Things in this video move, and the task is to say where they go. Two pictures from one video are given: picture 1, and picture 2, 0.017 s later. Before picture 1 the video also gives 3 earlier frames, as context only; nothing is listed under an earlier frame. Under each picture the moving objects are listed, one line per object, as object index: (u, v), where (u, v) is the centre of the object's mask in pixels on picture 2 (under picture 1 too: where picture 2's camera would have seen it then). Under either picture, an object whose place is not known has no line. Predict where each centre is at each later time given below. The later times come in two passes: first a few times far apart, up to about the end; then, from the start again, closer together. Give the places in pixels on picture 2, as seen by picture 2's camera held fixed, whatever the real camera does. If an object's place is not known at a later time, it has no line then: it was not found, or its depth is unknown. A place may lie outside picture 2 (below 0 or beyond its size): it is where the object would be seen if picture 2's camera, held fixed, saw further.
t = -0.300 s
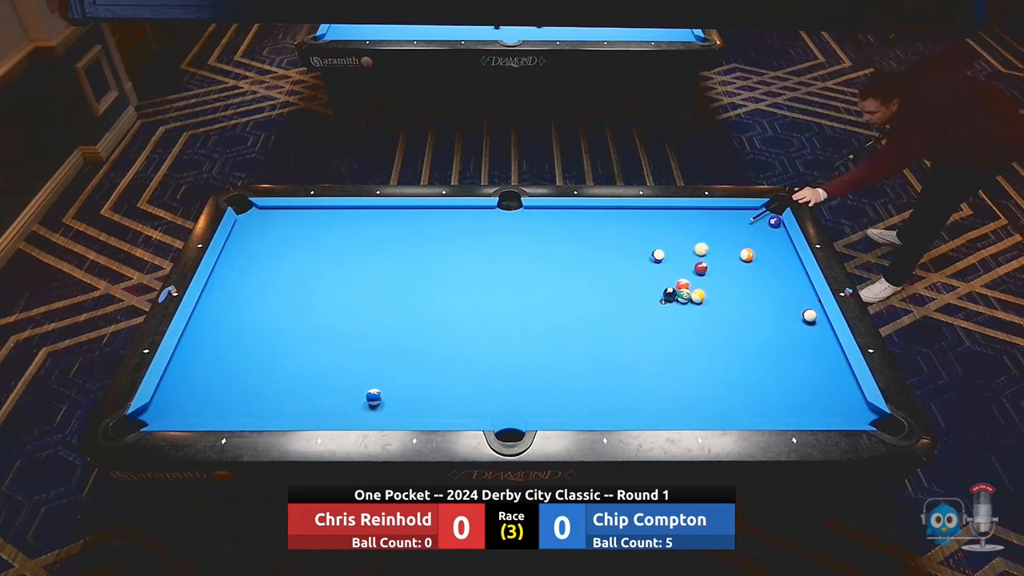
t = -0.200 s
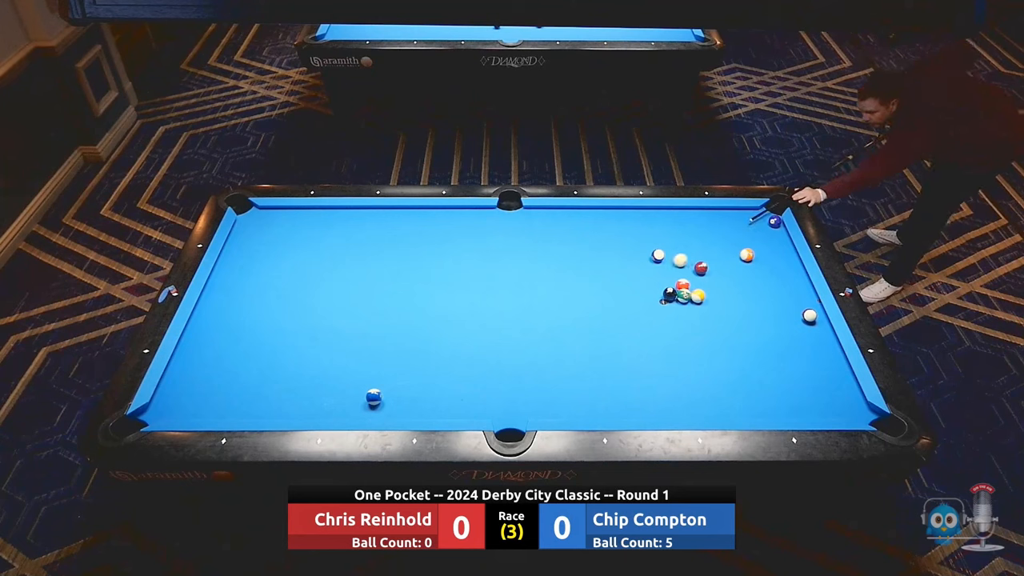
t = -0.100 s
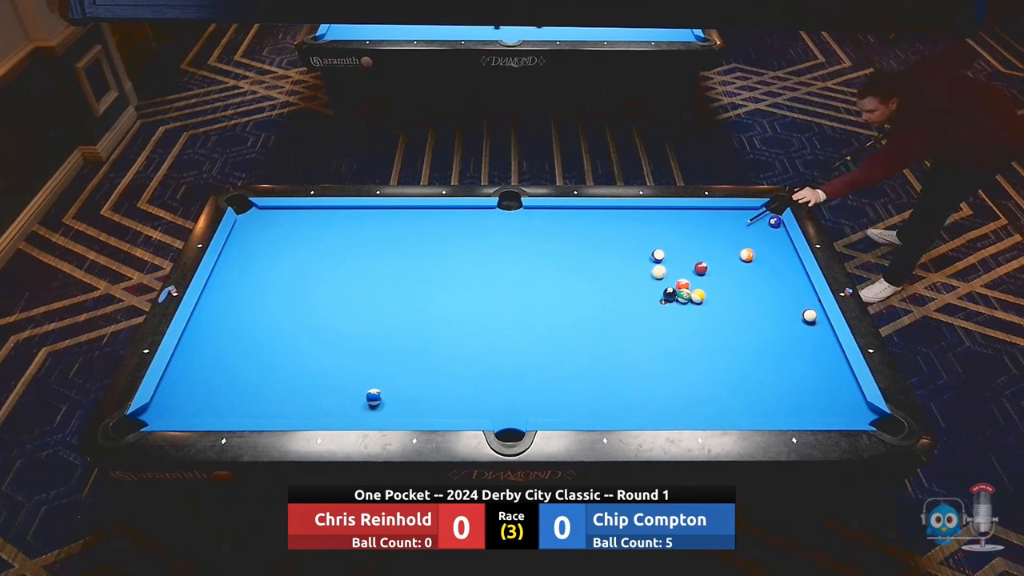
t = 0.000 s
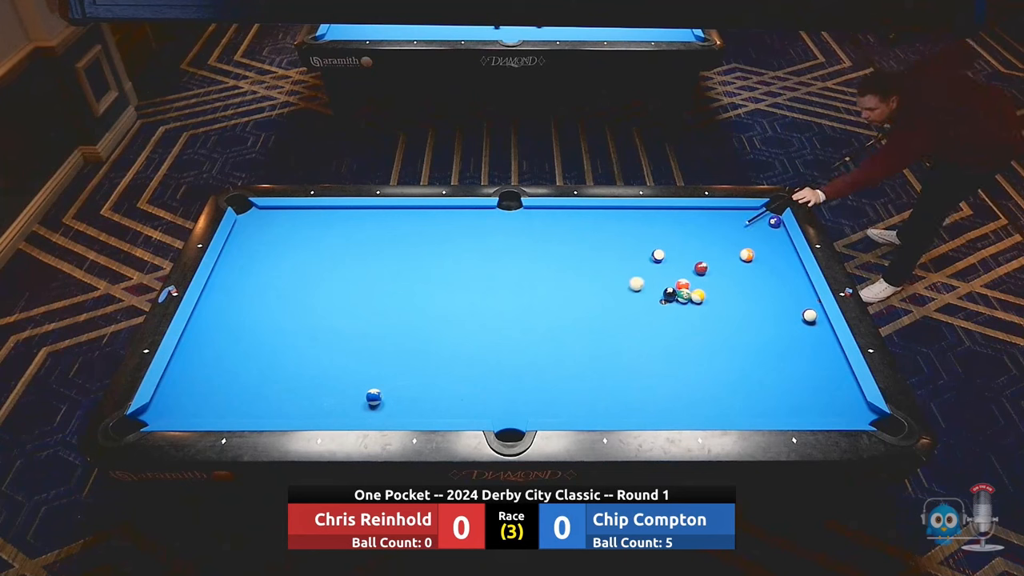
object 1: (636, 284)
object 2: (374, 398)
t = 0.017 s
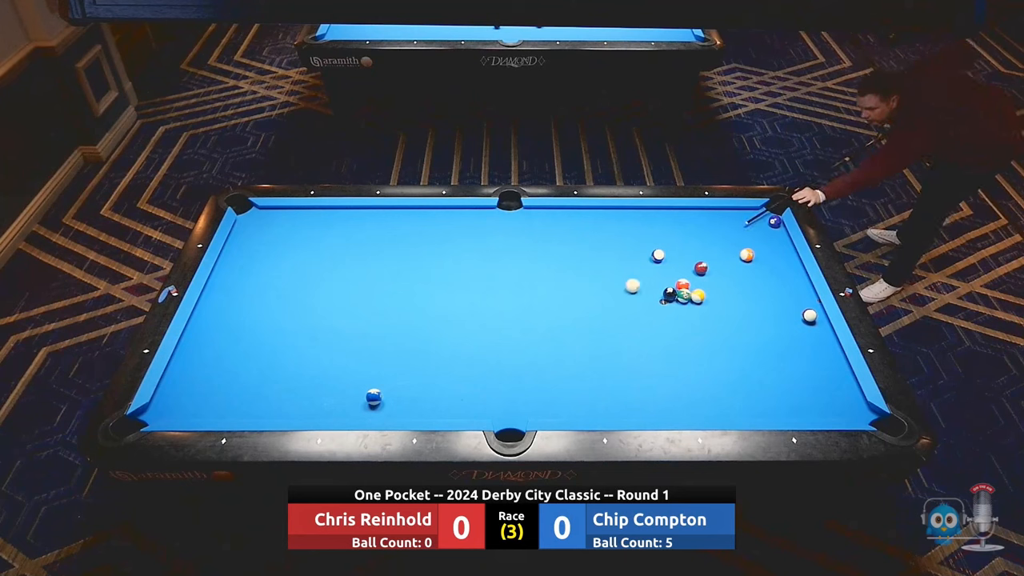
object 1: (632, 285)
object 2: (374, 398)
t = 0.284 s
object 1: (570, 319)
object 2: (374, 398)
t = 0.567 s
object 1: (496, 358)
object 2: (374, 398)
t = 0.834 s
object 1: (421, 399)
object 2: (374, 398)
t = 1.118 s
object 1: (365, 410)
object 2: (364, 385)
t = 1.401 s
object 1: (331, 413)
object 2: (348, 362)
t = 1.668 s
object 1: (301, 411)
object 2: (335, 342)
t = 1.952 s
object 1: (271, 408)
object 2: (321, 324)
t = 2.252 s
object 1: (242, 405)
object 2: (309, 306)
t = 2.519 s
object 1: (218, 403)
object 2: (300, 291)
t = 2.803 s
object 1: (195, 401)
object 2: (291, 278)
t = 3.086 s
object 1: (175, 398)
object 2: (283, 265)
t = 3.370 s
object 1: (161, 395)
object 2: (276, 254)
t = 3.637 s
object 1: (172, 393)
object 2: (271, 245)
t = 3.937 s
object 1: (183, 390)
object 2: (265, 235)
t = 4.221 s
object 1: (190, 388)
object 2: (260, 227)
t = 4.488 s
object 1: (195, 387)
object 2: (257, 220)
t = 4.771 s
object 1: (199, 387)
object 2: (253, 214)
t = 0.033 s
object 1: (629, 288)
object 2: (374, 398)
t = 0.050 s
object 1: (625, 290)
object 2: (374, 398)
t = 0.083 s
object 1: (617, 294)
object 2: (374, 398)
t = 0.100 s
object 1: (614, 296)
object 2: (374, 398)
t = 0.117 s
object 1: (610, 298)
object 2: (374, 398)
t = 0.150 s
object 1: (602, 302)
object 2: (374, 398)
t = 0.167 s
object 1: (598, 304)
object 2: (374, 398)
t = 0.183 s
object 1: (594, 306)
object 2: (374, 398)
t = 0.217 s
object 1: (586, 310)
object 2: (374, 398)
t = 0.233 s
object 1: (582, 313)
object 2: (374, 398)
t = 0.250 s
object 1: (578, 315)
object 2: (374, 398)
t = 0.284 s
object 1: (570, 319)
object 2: (374, 398)
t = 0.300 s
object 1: (565, 322)
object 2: (374, 398)
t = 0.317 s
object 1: (561, 324)
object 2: (374, 398)
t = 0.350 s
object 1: (553, 328)
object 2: (374, 398)
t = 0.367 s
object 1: (549, 330)
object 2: (374, 398)
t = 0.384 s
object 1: (544, 333)
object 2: (374, 398)
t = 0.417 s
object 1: (536, 338)
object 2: (374, 398)
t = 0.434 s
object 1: (531, 340)
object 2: (374, 398)
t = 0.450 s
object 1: (527, 342)
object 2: (374, 398)
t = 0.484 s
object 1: (519, 347)
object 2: (374, 398)
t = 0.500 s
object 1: (514, 349)
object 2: (374, 398)
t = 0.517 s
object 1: (510, 351)
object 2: (374, 398)
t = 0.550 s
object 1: (501, 356)
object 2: (374, 398)
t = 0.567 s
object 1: (496, 358)
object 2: (374, 398)
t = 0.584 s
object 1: (492, 361)
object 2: (374, 398)
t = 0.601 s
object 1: (487, 364)
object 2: (374, 398)
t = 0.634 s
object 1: (478, 369)
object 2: (374, 398)
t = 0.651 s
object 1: (473, 371)
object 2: (374, 398)
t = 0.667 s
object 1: (469, 373)
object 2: (374, 398)
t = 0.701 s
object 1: (459, 379)
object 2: (374, 398)
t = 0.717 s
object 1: (455, 381)
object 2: (374, 398)
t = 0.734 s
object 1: (450, 383)
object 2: (374, 398)
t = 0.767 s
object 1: (441, 389)
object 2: (374, 398)
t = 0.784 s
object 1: (436, 392)
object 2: (374, 398)
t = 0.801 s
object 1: (431, 394)
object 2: (373, 398)
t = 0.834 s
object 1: (421, 399)
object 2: (374, 398)
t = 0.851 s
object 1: (416, 402)
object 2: (373, 398)
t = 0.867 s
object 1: (411, 405)
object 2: (374, 398)
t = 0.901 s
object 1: (401, 410)
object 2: (374, 398)
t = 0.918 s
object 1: (396, 412)
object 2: (373, 398)
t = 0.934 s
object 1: (392, 413)
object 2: (373, 398)
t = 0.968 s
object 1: (385, 410)
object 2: (373, 397)
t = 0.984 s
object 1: (382, 409)
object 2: (373, 397)
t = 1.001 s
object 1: (379, 408)
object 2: (372, 396)
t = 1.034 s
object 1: (376, 409)
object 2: (370, 393)
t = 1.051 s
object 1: (374, 409)
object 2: (369, 391)
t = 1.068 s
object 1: (372, 409)
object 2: (368, 389)
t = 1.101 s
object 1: (368, 410)
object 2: (365, 386)
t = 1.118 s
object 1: (365, 410)
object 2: (364, 385)
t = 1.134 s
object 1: (363, 410)
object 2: (363, 384)
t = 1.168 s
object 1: (359, 411)
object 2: (361, 381)
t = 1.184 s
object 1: (357, 411)
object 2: (360, 379)
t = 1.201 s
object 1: (355, 411)
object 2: (359, 378)
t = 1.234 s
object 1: (351, 412)
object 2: (358, 375)
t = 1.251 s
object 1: (349, 412)
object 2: (357, 374)
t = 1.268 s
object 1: (347, 412)
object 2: (356, 373)
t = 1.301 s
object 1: (343, 412)
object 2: (354, 370)
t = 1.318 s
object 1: (341, 412)
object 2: (353, 368)
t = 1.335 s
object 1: (339, 412)
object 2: (352, 367)
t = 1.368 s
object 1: (335, 412)
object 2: (350, 364)
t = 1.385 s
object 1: (333, 413)
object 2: (349, 363)
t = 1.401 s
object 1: (331, 413)
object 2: (348, 362)
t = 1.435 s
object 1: (327, 412)
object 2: (346, 359)
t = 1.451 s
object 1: (325, 412)
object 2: (346, 358)
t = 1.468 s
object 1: (323, 412)
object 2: (344, 357)
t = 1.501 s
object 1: (320, 412)
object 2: (343, 355)
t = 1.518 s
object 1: (318, 412)
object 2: (342, 353)
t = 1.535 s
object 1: (316, 411)
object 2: (341, 352)
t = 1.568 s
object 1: (312, 411)
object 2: (339, 350)
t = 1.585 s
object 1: (310, 411)
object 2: (338, 348)
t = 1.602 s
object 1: (308, 411)
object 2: (338, 347)
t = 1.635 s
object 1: (305, 411)
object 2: (336, 345)
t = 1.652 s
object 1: (302, 411)
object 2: (336, 343)
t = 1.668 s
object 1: (301, 411)
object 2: (335, 342)
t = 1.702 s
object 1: (297, 410)
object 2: (333, 340)
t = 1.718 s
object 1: (295, 410)
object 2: (332, 339)
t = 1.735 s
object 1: (294, 410)
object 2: (332, 338)
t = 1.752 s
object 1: (292, 410)
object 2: (331, 336)
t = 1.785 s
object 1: (288, 410)
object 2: (329, 334)
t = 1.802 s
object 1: (286, 409)
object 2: (328, 333)
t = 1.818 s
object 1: (285, 410)
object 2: (327, 332)
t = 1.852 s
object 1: (281, 409)
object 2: (326, 330)
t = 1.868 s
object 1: (279, 409)
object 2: (325, 329)
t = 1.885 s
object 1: (278, 409)
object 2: (324, 328)
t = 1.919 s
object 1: (274, 409)
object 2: (322, 326)
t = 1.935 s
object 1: (272, 409)
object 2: (322, 325)
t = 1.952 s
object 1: (271, 408)
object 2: (321, 324)
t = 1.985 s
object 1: (268, 408)
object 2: (319, 322)
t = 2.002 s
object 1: (266, 407)
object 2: (319, 321)
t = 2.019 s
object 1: (264, 407)
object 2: (318, 320)
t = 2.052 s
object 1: (261, 407)
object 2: (317, 318)
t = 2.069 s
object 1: (259, 407)
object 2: (317, 317)
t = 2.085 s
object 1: (258, 407)
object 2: (316, 316)
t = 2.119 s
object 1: (255, 406)
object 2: (315, 313)
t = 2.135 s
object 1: (253, 406)
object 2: (314, 312)
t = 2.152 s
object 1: (251, 406)
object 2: (313, 311)
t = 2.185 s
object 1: (248, 406)
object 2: (312, 309)
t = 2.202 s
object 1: (246, 406)
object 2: (312, 309)
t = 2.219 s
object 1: (245, 405)
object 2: (311, 308)
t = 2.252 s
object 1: (242, 405)
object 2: (309, 306)
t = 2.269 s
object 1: (240, 405)
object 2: (309, 305)
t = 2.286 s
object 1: (239, 405)
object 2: (308, 304)
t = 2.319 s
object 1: (236, 405)
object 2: (307, 302)
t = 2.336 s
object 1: (234, 404)
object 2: (306, 301)
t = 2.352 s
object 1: (232, 405)
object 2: (305, 301)
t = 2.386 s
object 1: (230, 404)
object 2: (304, 299)
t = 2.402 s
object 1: (228, 404)
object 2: (303, 298)
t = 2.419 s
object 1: (227, 404)
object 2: (303, 297)
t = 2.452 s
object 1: (224, 404)
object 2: (302, 295)
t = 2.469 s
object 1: (222, 404)
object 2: (301, 294)
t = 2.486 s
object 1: (221, 404)
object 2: (301, 293)
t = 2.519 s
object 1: (218, 403)
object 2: (300, 291)
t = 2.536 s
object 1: (217, 403)
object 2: (299, 291)
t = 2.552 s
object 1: (215, 403)
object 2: (299, 290)
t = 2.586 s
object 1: (213, 402)
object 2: (298, 288)
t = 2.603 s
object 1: (211, 402)
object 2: (298, 287)
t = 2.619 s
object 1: (210, 402)
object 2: (297, 286)
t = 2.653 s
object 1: (207, 402)
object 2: (296, 285)
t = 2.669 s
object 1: (206, 402)
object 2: (295, 284)
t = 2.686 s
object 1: (205, 401)
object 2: (295, 283)
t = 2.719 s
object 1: (202, 401)
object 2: (294, 282)
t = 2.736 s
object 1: (200, 401)
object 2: (293, 281)
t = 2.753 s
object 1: (199, 401)
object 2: (292, 280)
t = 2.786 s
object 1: (196, 401)
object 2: (291, 279)
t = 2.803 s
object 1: (195, 401)
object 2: (291, 278)
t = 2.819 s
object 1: (194, 400)
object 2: (290, 277)
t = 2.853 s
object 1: (192, 400)
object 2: (289, 276)
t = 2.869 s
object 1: (190, 400)
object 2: (289, 275)
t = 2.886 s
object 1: (189, 400)
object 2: (288, 274)
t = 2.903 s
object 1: (188, 399)
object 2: (288, 273)
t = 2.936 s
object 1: (186, 399)
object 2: (287, 272)
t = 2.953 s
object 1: (185, 399)
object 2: (287, 271)
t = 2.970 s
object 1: (183, 399)
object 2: (286, 270)
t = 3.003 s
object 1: (181, 399)
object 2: (285, 269)
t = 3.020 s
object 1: (180, 399)
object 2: (285, 268)
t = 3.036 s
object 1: (178, 398)
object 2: (285, 267)
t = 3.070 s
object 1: (176, 398)
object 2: (284, 266)
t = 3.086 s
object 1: (175, 398)
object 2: (283, 265)
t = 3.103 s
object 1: (174, 398)
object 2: (283, 265)
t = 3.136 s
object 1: (172, 398)
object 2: (282, 263)
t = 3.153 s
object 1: (171, 397)
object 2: (282, 263)
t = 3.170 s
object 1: (169, 397)
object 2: (281, 262)
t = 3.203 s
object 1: (167, 397)
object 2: (281, 261)
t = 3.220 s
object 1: (166, 397)
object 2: (280, 260)
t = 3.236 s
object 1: (165, 397)
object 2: (280, 259)
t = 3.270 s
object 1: (163, 397)
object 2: (279, 258)
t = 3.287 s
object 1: (162, 396)
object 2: (278, 257)
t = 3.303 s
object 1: (161, 396)
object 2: (278, 257)
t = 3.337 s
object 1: (160, 396)
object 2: (277, 256)
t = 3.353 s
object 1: (161, 396)
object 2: (276, 255)
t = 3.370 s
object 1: (161, 395)
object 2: (276, 254)
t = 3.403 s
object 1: (163, 395)
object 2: (275, 253)
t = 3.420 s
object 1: (163, 395)
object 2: (275, 252)
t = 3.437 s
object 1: (164, 395)
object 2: (274, 251)
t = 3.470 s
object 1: (166, 395)
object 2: (274, 250)
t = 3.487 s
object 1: (166, 395)
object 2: (273, 250)
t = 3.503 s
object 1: (167, 395)
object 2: (273, 249)
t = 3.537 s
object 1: (168, 394)
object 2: (272, 248)
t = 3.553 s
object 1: (169, 394)
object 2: (272, 248)
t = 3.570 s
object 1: (170, 394)
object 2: (272, 247)
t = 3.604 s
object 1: (171, 394)
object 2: (271, 246)
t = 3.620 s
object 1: (172, 394)
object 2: (271, 245)
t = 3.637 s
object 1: (172, 393)
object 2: (271, 245)
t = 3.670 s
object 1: (174, 393)
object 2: (270, 243)
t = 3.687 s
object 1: (174, 393)
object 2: (270, 243)
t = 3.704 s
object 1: (175, 393)
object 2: (270, 242)
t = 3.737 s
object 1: (176, 393)
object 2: (269, 241)
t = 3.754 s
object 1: (176, 393)
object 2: (268, 241)
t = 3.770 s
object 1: (177, 392)
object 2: (268, 240)
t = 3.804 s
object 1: (178, 392)
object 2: (267, 239)
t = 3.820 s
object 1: (179, 392)
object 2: (267, 239)
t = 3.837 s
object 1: (179, 392)
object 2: (267, 238)
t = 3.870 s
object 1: (181, 391)
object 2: (266, 237)
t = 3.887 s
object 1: (181, 391)
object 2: (266, 236)
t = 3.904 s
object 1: (182, 391)
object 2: (265, 236)
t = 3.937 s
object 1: (183, 390)
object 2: (265, 235)
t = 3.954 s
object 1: (183, 390)
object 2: (264, 235)
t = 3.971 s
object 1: (184, 390)
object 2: (264, 234)
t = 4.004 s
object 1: (185, 390)
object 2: (263, 233)
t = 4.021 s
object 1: (185, 390)
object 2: (263, 232)
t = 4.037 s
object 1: (186, 389)
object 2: (262, 232)
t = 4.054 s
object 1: (186, 389)
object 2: (262, 232)
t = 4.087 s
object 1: (187, 389)
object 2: (262, 231)
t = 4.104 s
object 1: (187, 389)
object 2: (262, 230)
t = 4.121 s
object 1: (188, 389)
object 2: (261, 229)
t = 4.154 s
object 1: (189, 389)
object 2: (261, 228)
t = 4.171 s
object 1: (189, 389)
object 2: (261, 228)
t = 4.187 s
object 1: (189, 389)
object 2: (260, 228)
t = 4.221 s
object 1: (190, 388)
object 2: (260, 227)
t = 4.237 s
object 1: (191, 388)
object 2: (260, 226)
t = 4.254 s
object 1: (191, 388)
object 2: (260, 226)
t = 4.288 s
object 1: (192, 388)
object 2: (259, 225)
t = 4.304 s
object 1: (192, 388)
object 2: (259, 225)
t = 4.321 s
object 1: (192, 388)
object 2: (259, 224)
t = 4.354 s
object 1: (193, 388)
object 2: (258, 223)
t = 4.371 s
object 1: (194, 388)
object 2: (258, 223)
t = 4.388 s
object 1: (194, 388)
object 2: (258, 222)
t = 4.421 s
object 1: (194, 388)
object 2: (258, 221)
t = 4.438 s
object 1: (194, 387)
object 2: (257, 221)
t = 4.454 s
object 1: (195, 387)
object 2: (257, 221)
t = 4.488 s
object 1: (195, 387)
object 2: (257, 220)
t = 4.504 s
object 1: (196, 387)
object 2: (256, 219)
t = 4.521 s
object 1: (196, 387)
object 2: (256, 219)
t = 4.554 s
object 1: (196, 387)
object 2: (256, 218)
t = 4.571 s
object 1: (197, 387)
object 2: (256, 218)
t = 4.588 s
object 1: (197, 387)
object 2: (255, 217)
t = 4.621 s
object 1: (197, 387)
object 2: (255, 217)
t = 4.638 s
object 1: (198, 387)
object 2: (255, 216)
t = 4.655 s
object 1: (198, 387)
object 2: (255, 216)
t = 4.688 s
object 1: (198, 387)
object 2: (254, 215)
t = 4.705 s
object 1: (199, 387)
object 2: (254, 215)
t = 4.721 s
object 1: (199, 387)
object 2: (253, 215)
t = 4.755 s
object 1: (199, 387)
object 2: (253, 214)
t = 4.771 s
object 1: (199, 387)
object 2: (253, 214)
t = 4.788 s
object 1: (199, 387)
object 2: (253, 213)
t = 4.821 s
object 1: (200, 387)
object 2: (252, 212)
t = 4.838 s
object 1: (200, 387)
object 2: (252, 212)
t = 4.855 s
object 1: (200, 387)
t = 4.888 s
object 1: (200, 387)
